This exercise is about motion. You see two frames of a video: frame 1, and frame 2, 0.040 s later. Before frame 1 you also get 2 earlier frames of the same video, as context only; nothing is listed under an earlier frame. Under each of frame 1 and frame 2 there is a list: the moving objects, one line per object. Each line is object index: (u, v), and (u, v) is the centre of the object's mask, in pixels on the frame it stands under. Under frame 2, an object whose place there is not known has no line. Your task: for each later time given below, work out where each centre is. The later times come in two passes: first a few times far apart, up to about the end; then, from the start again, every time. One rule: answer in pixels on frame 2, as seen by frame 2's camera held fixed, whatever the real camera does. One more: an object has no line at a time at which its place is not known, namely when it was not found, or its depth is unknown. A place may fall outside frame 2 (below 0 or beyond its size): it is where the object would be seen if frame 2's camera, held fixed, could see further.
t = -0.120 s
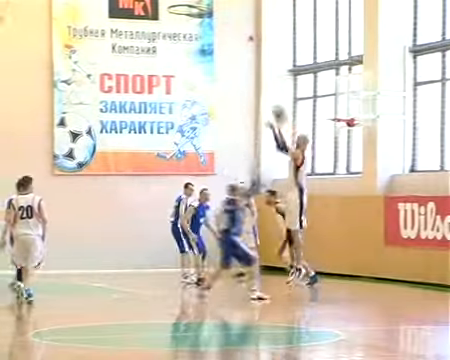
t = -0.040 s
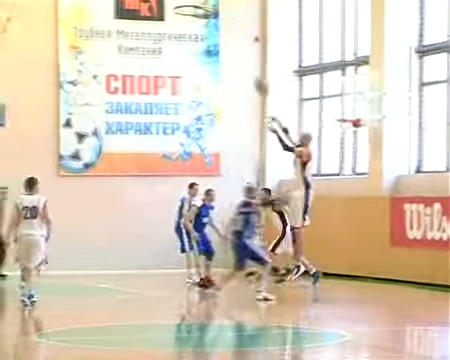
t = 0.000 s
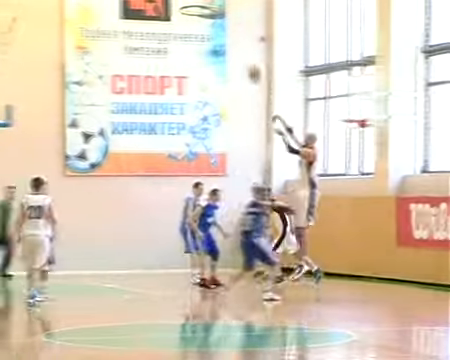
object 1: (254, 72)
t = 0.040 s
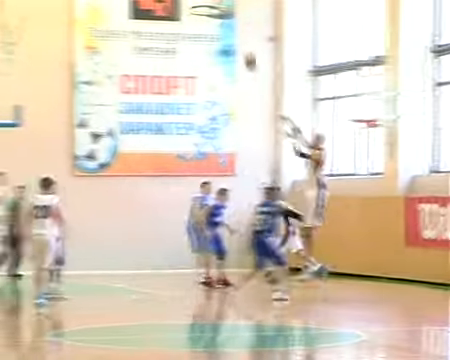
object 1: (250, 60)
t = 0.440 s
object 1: (134, 9)
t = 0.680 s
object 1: (74, 22)
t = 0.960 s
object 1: (11, 78)
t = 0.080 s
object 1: (238, 51)
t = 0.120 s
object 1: (226, 43)
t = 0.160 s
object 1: (213, 35)
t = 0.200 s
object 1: (202, 27)
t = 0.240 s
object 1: (189, 20)
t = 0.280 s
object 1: (178, 16)
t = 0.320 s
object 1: (167, 11)
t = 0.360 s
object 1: (159, 10)
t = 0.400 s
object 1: (150, 11)
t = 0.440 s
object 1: (134, 9)
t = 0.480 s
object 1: (124, 8)
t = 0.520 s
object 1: (114, 9)
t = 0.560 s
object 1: (103, 11)
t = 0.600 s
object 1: (93, 14)
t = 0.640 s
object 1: (84, 18)
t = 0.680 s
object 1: (74, 22)
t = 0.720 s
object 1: (65, 28)
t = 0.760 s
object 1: (55, 34)
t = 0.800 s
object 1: (46, 42)
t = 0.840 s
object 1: (37, 49)
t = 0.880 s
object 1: (29, 59)
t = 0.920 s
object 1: (19, 69)
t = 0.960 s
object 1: (11, 78)
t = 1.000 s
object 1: (2, 90)
